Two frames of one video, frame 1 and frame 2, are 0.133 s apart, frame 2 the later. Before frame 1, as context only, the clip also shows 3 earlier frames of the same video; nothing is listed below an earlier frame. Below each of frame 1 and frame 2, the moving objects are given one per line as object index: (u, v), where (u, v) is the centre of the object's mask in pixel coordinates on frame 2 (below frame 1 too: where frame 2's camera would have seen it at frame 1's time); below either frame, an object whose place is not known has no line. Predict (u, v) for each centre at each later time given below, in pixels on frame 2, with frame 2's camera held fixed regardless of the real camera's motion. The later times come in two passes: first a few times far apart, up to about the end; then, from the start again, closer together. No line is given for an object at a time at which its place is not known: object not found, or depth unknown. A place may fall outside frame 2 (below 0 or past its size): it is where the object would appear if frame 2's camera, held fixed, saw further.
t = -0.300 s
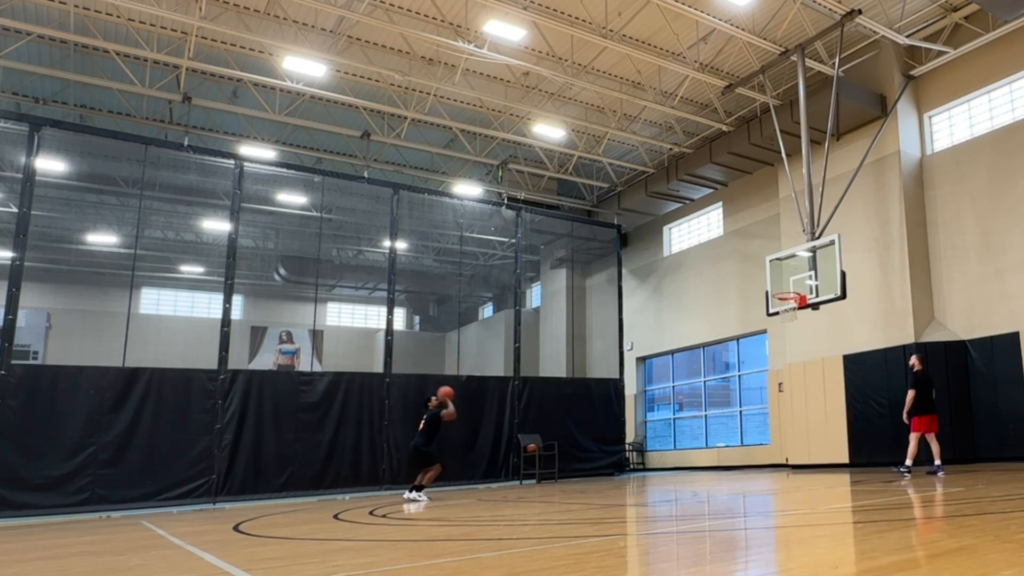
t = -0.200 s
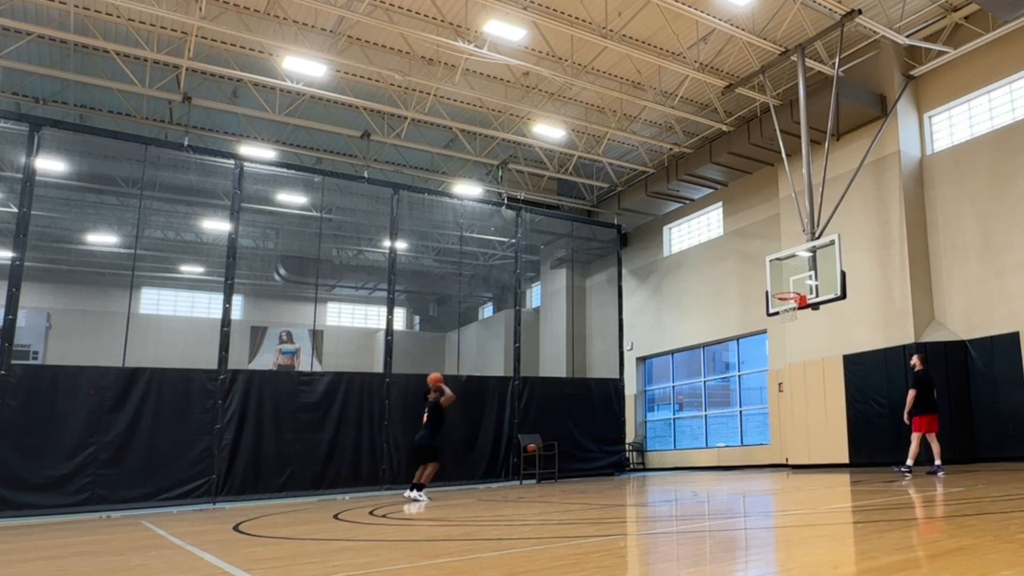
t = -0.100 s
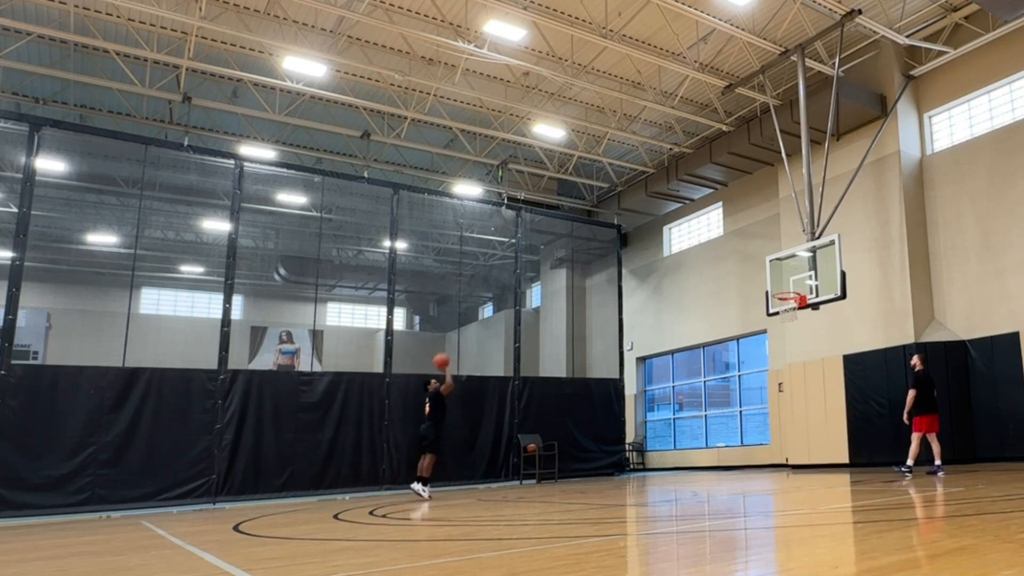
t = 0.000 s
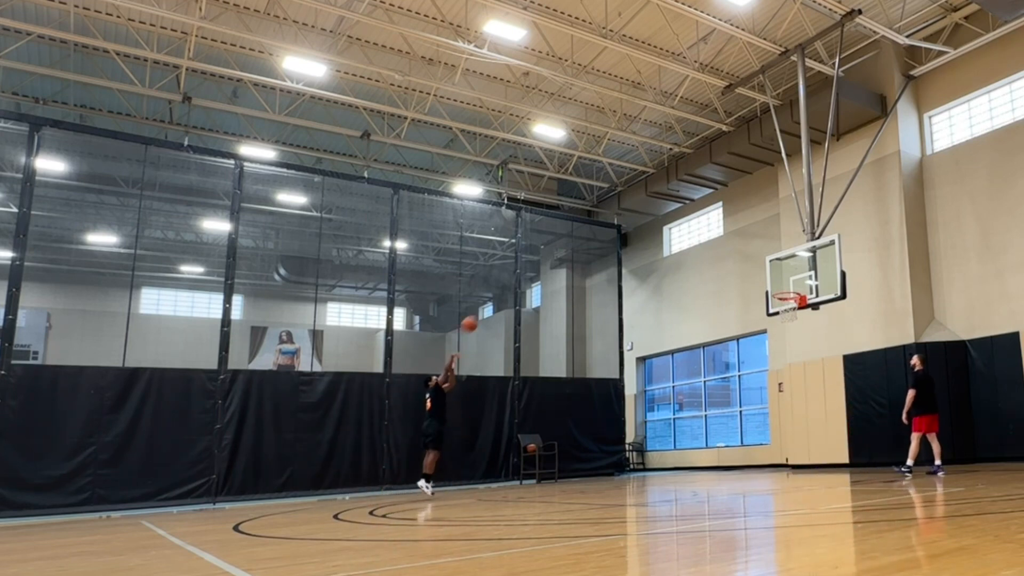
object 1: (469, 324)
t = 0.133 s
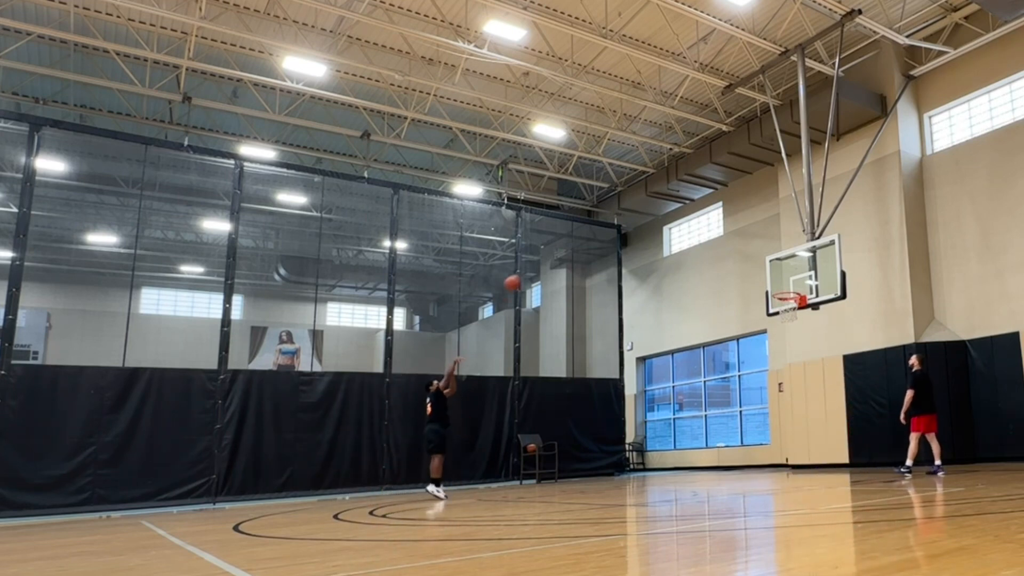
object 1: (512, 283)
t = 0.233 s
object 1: (544, 260)
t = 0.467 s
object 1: (614, 229)
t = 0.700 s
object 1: (682, 230)
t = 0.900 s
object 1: (739, 254)
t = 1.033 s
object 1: (767, 274)
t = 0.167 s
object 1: (523, 274)
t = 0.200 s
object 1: (534, 267)
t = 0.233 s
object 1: (544, 260)
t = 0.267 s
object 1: (555, 253)
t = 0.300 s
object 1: (565, 248)
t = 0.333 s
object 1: (575, 243)
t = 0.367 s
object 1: (585, 238)
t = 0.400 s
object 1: (595, 234)
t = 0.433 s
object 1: (604, 232)
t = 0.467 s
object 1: (614, 229)
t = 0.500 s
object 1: (624, 228)
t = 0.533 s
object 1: (633, 226)
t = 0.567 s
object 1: (643, 225)
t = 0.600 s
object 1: (652, 225)
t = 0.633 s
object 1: (662, 226)
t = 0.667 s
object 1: (671, 227)
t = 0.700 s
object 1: (682, 230)
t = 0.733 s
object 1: (692, 232)
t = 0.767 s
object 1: (701, 235)
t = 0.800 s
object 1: (711, 240)
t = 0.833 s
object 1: (720, 244)
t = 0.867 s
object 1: (730, 249)
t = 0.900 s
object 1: (739, 254)
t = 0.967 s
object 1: (758, 267)
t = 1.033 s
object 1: (767, 274)
